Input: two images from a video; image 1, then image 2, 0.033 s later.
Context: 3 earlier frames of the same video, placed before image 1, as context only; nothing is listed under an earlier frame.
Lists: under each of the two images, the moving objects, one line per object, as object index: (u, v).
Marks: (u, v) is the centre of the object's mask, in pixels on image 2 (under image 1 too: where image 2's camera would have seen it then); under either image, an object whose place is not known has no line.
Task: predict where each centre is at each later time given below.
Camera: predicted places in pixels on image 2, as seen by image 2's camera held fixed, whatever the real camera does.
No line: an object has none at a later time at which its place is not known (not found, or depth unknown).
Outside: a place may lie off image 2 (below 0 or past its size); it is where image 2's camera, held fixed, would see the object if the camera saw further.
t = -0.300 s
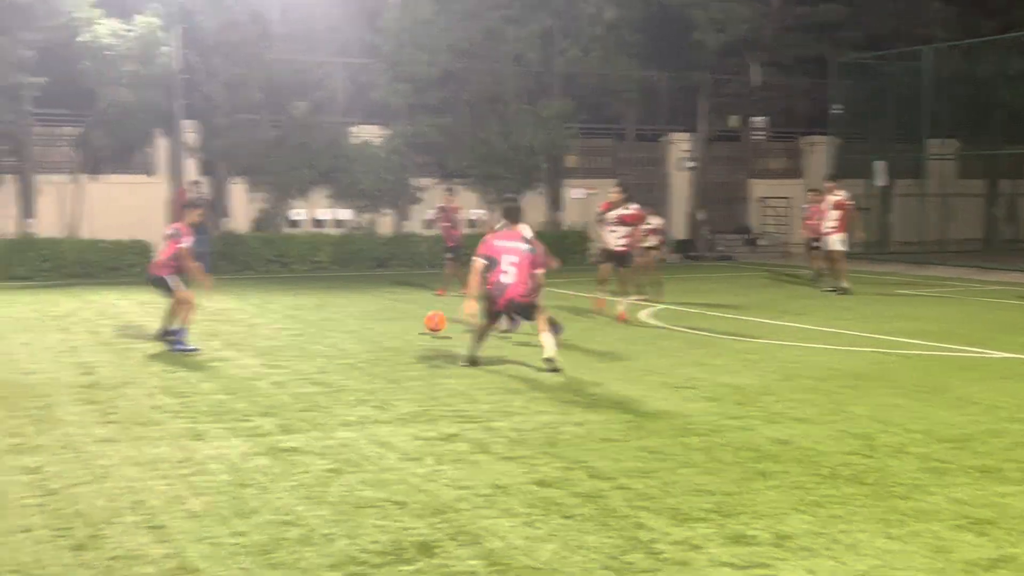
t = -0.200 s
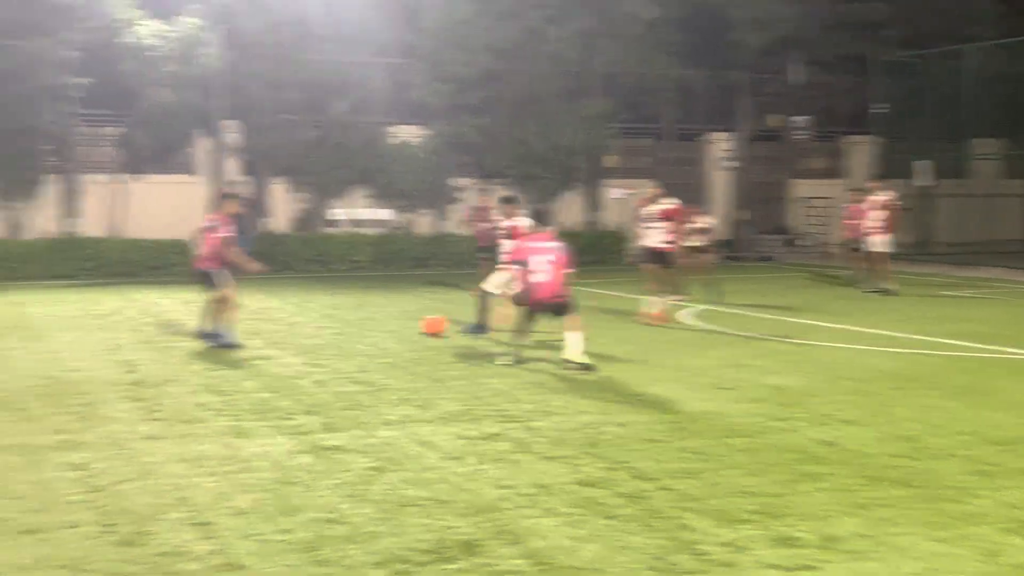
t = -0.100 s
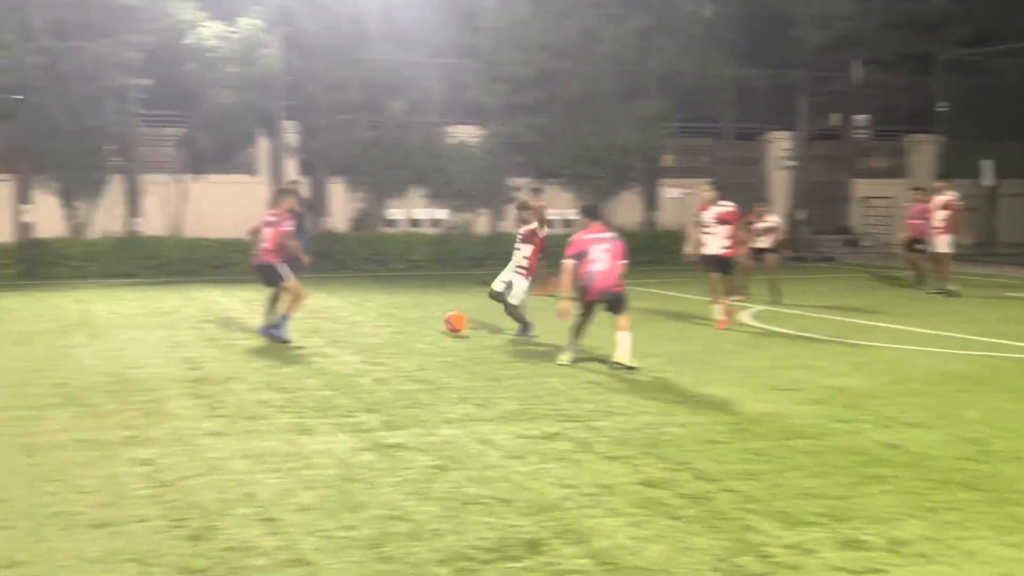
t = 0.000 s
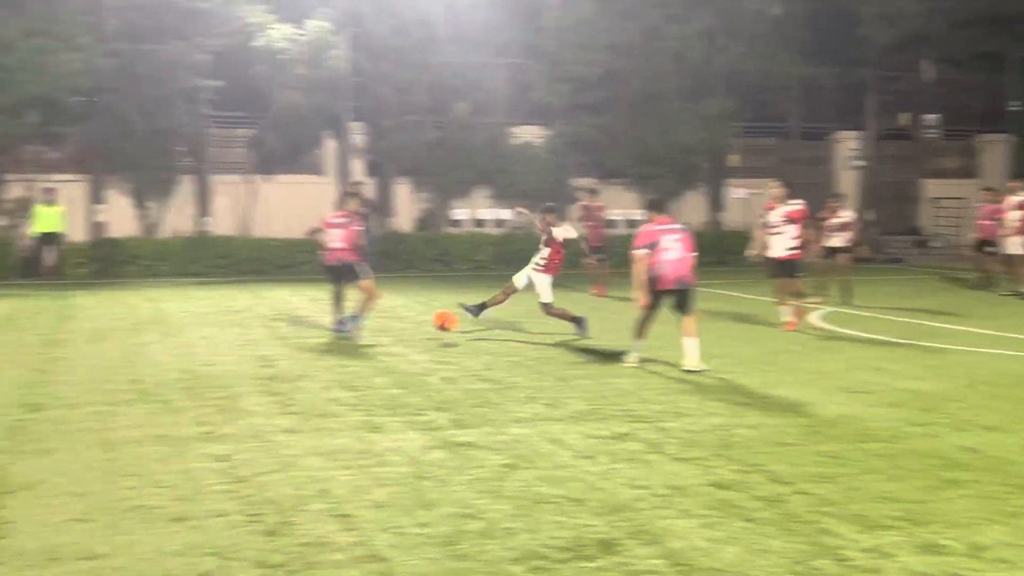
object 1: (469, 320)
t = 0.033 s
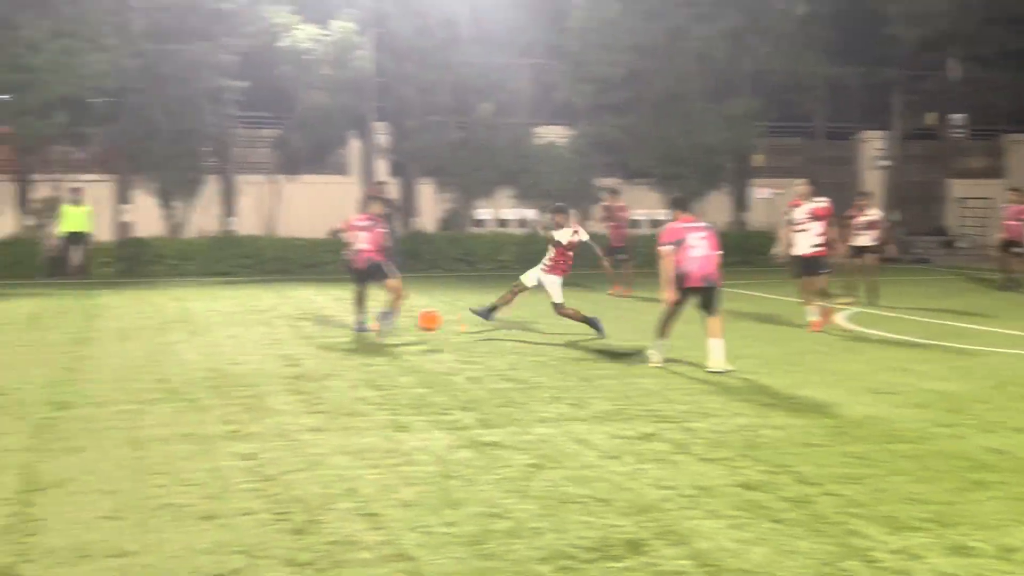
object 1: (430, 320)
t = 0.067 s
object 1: (387, 321)
